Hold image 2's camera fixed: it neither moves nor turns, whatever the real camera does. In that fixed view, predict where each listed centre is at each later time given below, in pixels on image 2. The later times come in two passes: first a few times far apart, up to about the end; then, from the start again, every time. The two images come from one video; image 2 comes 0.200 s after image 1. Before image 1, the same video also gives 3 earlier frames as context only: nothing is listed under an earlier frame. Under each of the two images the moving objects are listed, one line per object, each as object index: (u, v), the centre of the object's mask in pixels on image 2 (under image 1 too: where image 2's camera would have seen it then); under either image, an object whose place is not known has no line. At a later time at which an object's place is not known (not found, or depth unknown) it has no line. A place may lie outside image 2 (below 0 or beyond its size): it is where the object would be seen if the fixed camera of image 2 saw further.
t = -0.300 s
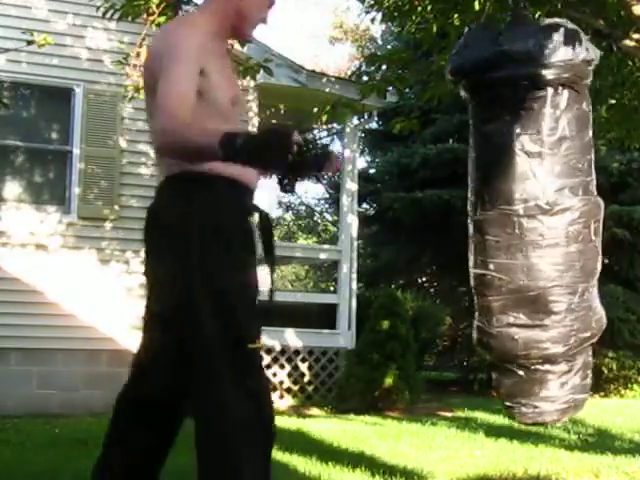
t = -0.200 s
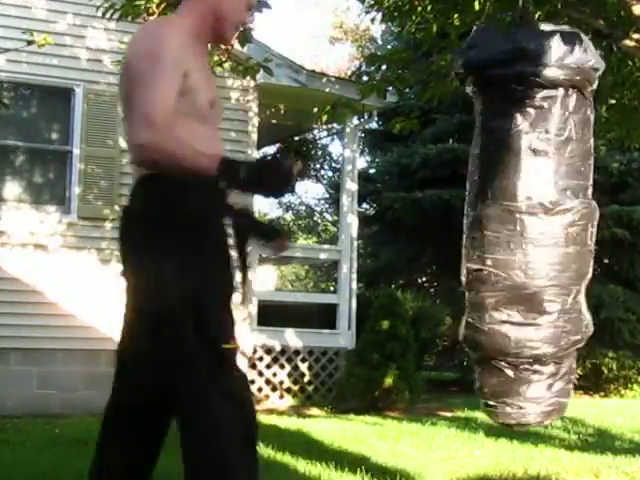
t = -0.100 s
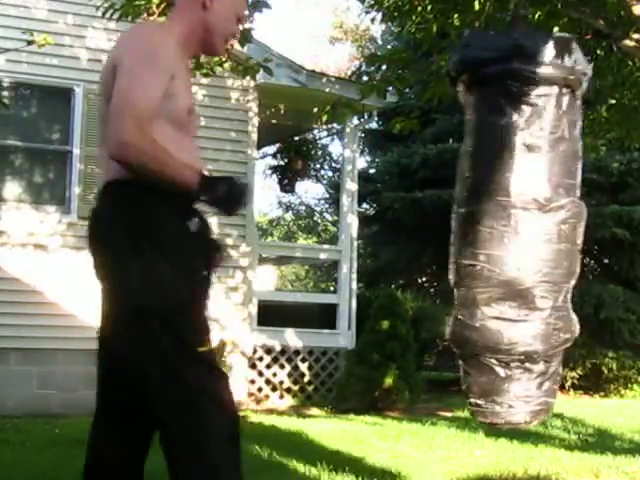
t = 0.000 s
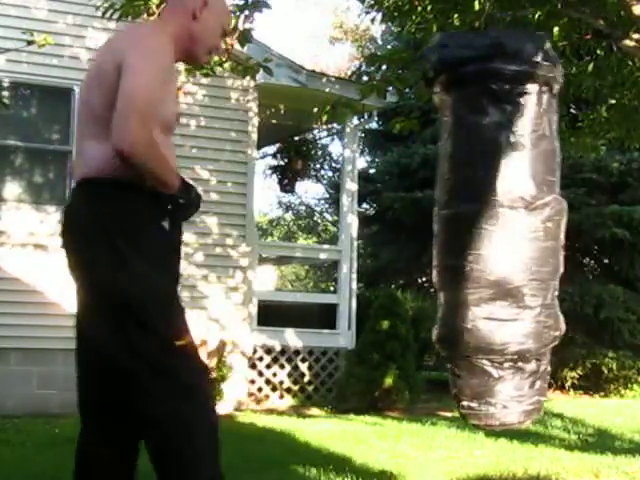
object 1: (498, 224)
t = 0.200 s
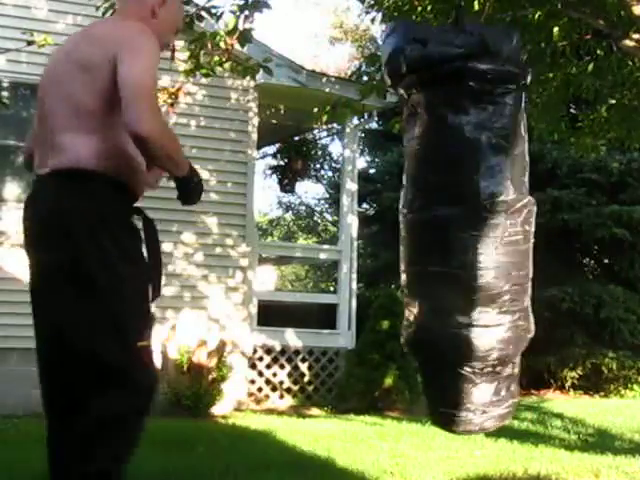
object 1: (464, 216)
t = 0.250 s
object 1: (459, 216)
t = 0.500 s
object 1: (430, 216)
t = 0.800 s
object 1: (391, 205)
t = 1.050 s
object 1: (387, 205)
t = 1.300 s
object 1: (382, 205)
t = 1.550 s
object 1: (407, 210)
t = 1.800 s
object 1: (432, 210)
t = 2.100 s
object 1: (481, 216)
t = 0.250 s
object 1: (459, 216)
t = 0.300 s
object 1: (455, 217)
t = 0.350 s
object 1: (451, 217)
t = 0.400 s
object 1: (445, 218)
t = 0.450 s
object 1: (438, 216)
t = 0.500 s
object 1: (430, 216)
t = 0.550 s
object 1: (421, 214)
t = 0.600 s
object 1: (411, 211)
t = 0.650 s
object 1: (403, 208)
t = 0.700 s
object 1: (397, 207)
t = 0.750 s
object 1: (394, 206)
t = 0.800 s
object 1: (391, 205)
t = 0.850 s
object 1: (390, 204)
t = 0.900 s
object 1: (389, 205)
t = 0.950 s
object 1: (390, 206)
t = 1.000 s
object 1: (389, 205)
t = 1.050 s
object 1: (387, 205)
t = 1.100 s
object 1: (382, 206)
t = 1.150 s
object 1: (380, 204)
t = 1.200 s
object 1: (378, 204)
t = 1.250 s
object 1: (380, 205)
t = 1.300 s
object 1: (382, 205)
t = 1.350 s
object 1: (385, 205)
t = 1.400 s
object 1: (390, 207)
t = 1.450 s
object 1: (395, 207)
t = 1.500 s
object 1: (400, 208)
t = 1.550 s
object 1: (407, 210)
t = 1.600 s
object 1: (410, 209)
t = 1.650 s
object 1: (417, 210)
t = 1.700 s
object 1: (422, 210)
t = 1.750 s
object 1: (427, 212)
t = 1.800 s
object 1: (432, 210)
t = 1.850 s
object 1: (440, 212)
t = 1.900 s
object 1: (448, 211)
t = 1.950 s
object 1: (457, 213)
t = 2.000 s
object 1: (464, 212)
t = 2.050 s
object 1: (473, 214)
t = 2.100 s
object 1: (481, 216)
